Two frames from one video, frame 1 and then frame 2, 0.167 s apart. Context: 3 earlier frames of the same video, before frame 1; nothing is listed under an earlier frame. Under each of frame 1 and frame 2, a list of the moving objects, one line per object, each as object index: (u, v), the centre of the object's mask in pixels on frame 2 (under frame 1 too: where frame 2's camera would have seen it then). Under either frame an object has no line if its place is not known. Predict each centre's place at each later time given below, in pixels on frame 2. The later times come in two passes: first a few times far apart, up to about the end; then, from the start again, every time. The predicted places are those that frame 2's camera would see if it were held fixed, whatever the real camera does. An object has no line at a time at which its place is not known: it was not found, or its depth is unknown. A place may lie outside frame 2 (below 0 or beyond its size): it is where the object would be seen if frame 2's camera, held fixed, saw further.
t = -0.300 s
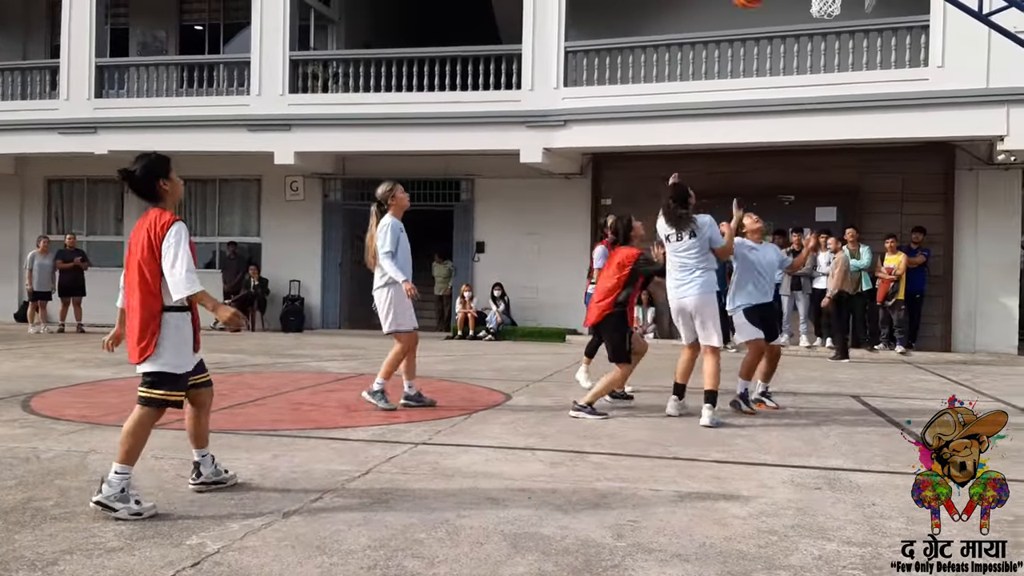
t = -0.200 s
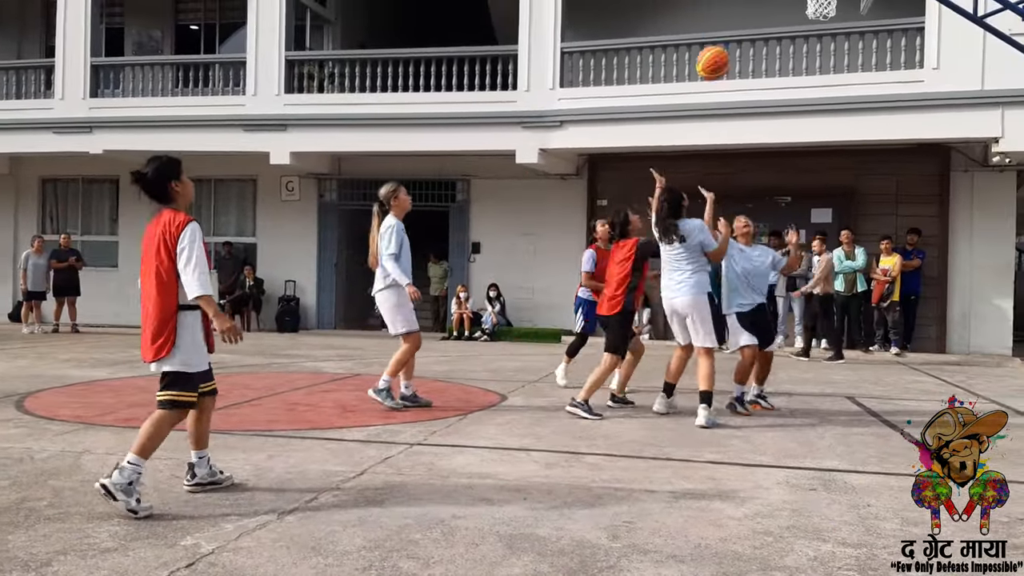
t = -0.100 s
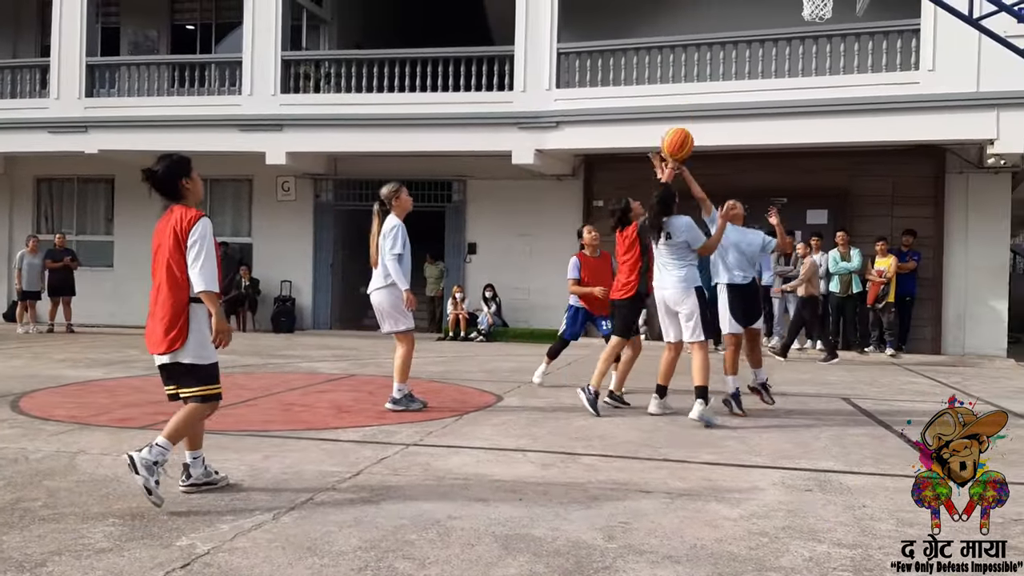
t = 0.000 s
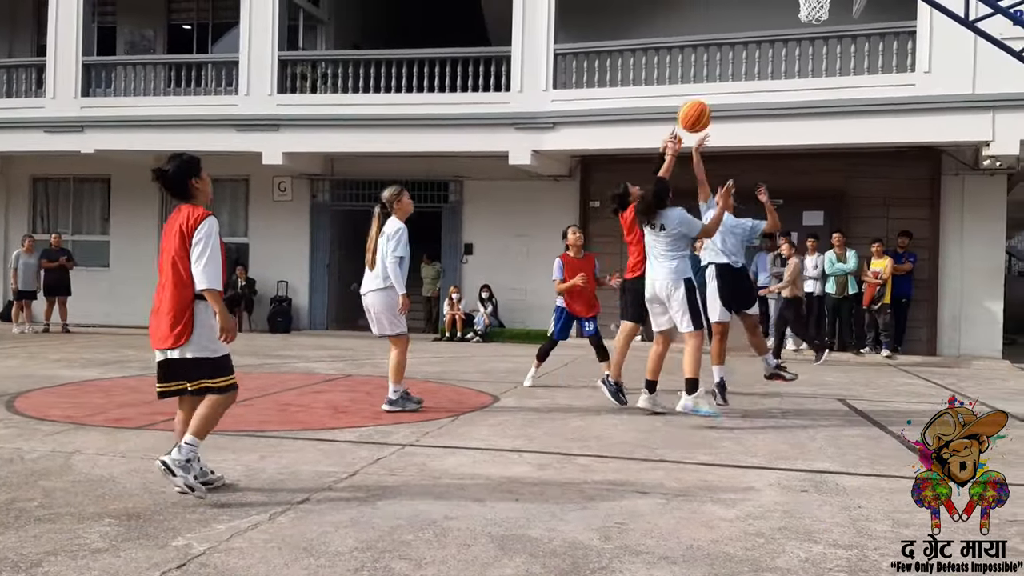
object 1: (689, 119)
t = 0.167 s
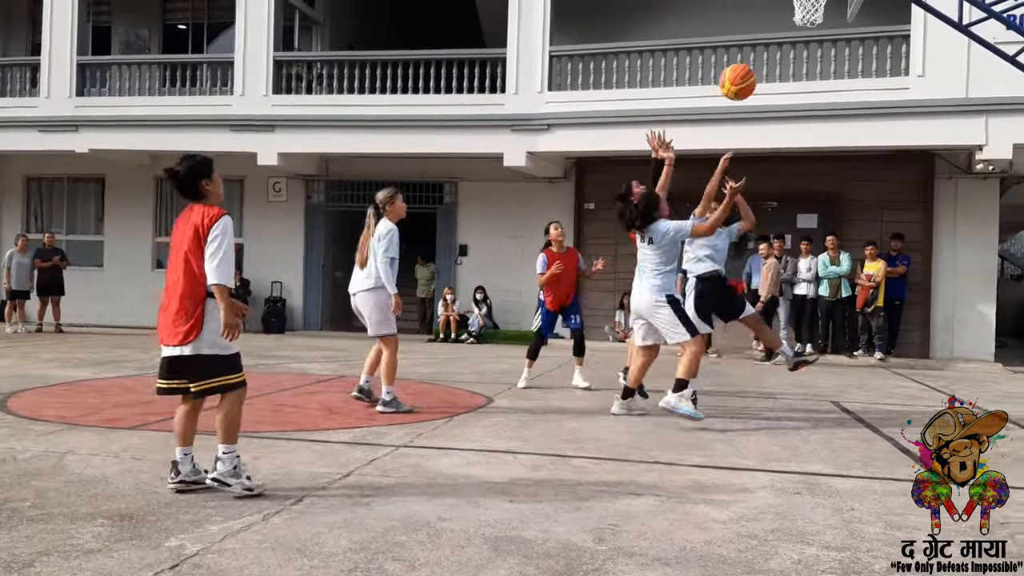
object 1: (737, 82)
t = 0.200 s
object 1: (749, 79)
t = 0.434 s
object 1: (832, 106)
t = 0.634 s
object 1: (920, 220)
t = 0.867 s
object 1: (1054, 488)
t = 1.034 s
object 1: (1120, 317)
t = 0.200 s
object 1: (749, 79)
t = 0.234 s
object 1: (759, 77)
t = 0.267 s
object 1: (770, 77)
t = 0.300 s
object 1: (783, 78)
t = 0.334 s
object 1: (794, 82)
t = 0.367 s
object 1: (806, 88)
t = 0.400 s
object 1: (819, 96)
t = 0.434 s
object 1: (832, 106)
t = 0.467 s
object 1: (845, 118)
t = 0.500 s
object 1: (859, 133)
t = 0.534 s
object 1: (874, 151)
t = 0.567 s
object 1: (889, 170)
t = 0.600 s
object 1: (904, 194)
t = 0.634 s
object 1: (920, 220)
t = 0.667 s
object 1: (937, 250)
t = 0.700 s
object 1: (955, 283)
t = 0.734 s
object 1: (974, 321)
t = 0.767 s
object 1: (993, 363)
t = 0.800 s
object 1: (1014, 410)
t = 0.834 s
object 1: (1035, 461)
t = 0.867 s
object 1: (1054, 488)
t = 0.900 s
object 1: (1066, 451)
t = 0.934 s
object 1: (1079, 415)
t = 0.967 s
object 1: (1092, 380)
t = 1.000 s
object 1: (1106, 348)
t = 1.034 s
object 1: (1120, 317)
